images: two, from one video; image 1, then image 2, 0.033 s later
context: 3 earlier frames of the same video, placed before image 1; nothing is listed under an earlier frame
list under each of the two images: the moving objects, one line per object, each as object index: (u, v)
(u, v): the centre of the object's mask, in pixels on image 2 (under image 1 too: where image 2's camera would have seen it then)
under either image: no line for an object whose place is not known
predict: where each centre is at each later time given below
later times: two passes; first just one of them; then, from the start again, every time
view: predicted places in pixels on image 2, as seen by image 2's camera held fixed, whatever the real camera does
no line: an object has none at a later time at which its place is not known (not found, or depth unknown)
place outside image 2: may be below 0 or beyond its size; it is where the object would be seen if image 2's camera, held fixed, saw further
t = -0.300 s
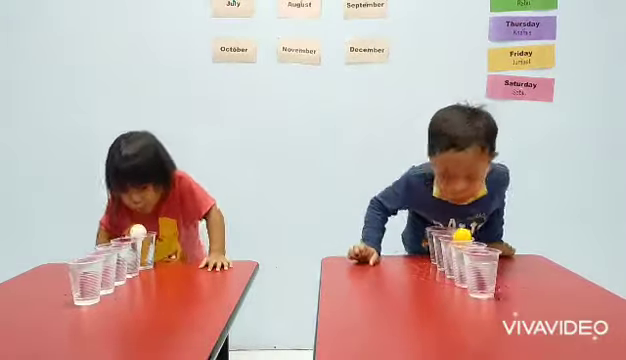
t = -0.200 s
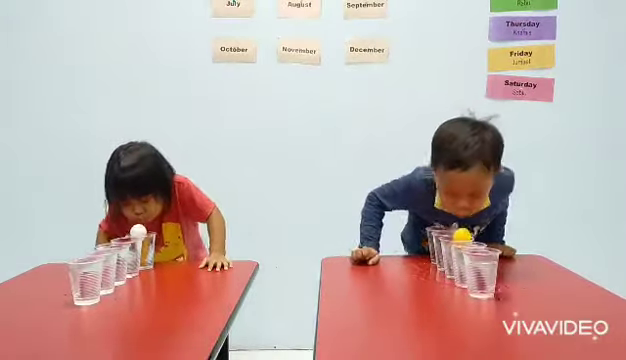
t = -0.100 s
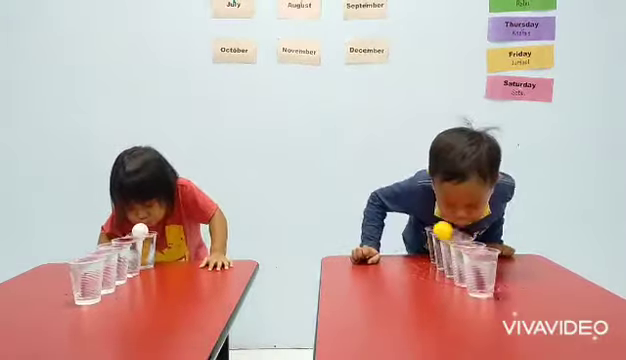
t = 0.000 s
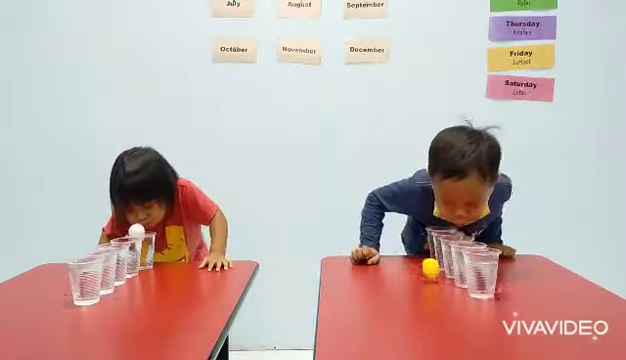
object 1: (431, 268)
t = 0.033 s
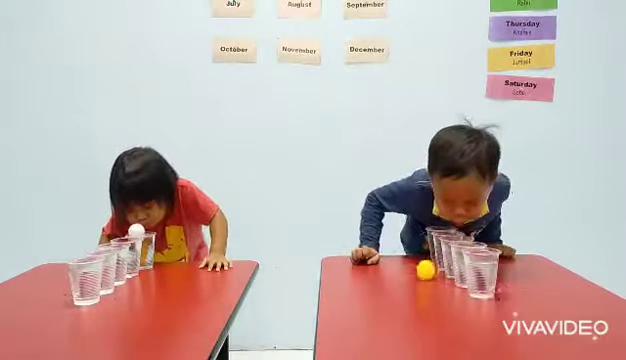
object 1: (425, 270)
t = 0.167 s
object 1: (414, 269)
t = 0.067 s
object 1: (421, 270)
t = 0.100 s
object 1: (417, 270)
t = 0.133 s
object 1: (415, 269)
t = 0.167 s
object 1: (414, 269)
